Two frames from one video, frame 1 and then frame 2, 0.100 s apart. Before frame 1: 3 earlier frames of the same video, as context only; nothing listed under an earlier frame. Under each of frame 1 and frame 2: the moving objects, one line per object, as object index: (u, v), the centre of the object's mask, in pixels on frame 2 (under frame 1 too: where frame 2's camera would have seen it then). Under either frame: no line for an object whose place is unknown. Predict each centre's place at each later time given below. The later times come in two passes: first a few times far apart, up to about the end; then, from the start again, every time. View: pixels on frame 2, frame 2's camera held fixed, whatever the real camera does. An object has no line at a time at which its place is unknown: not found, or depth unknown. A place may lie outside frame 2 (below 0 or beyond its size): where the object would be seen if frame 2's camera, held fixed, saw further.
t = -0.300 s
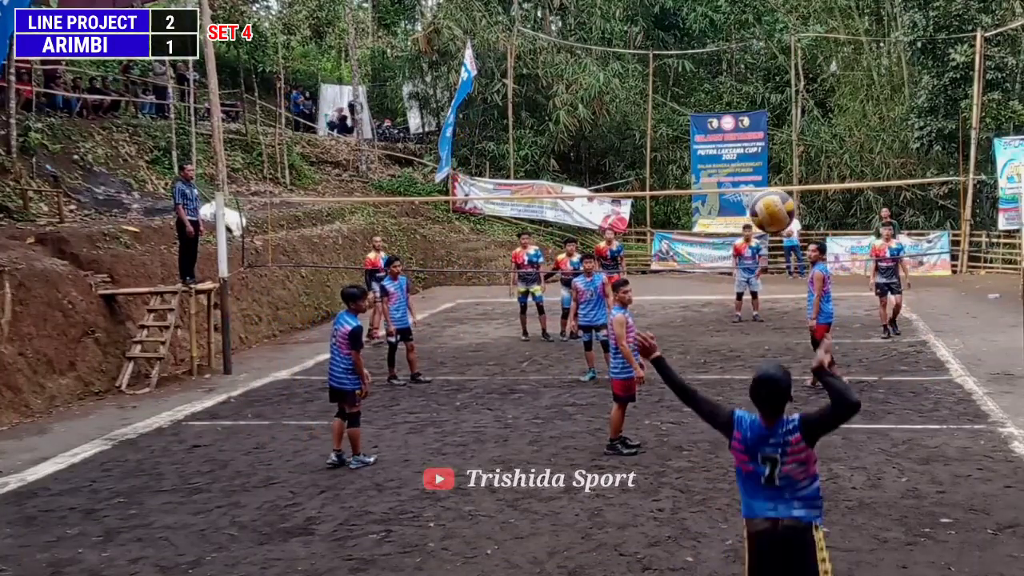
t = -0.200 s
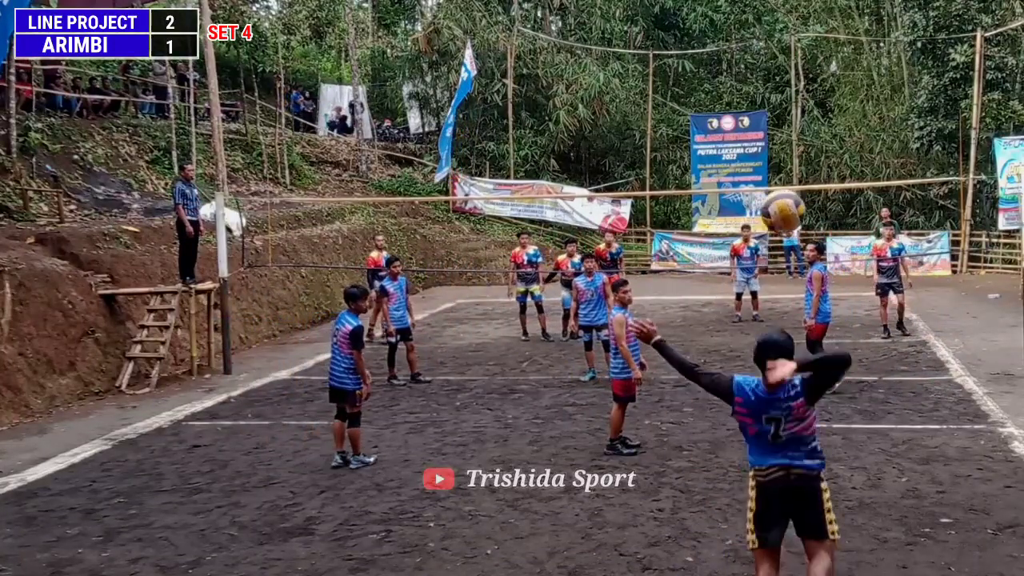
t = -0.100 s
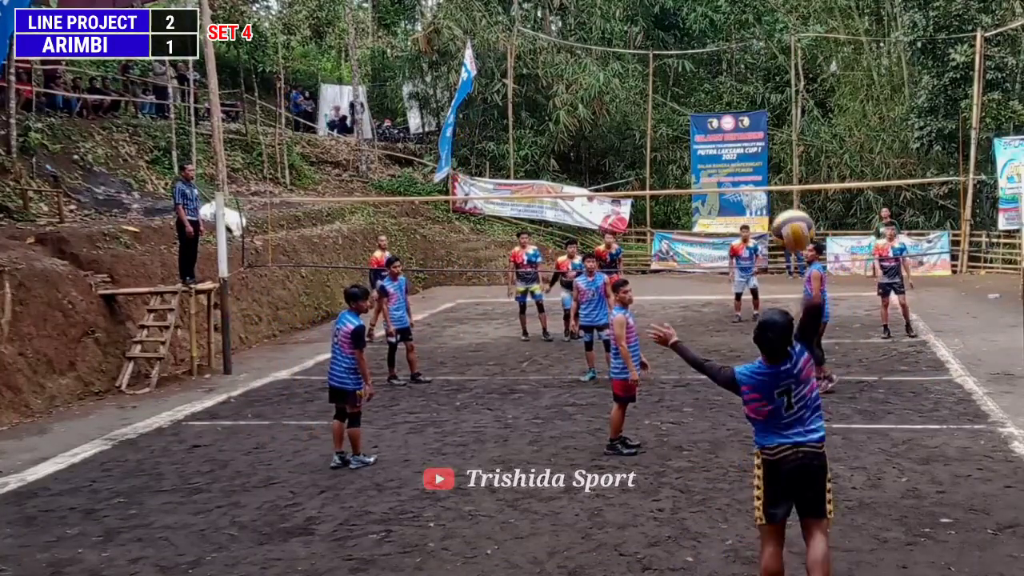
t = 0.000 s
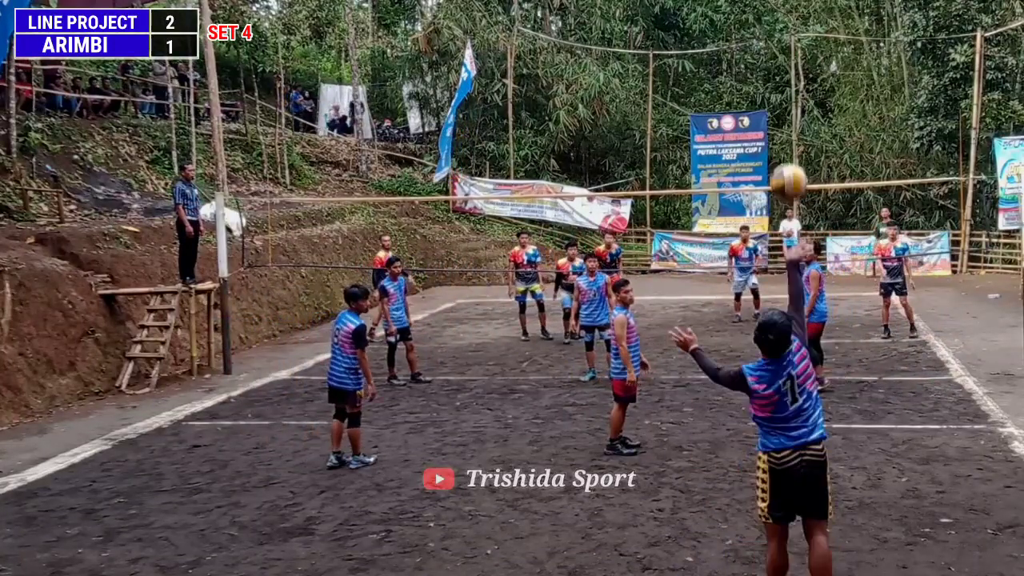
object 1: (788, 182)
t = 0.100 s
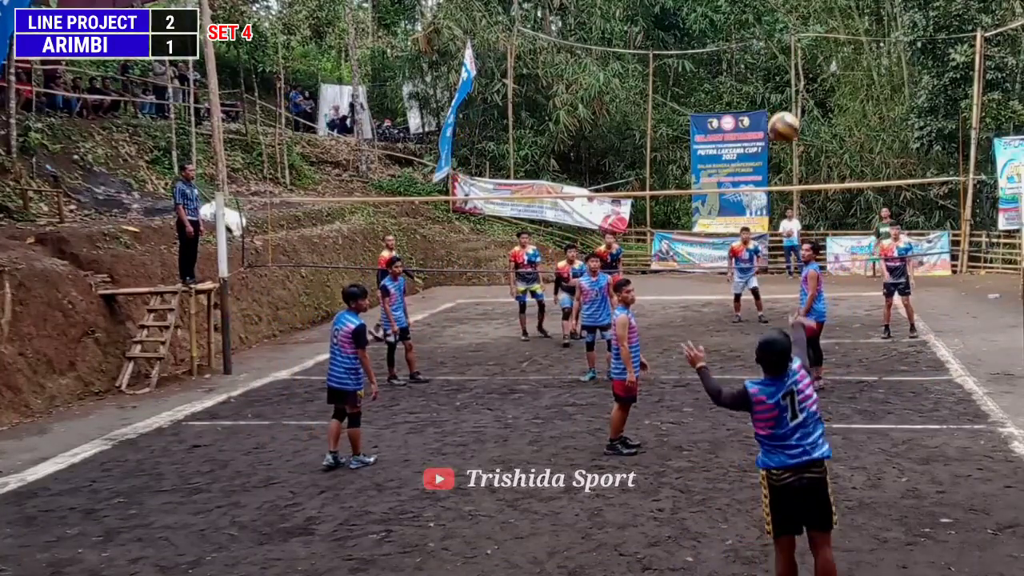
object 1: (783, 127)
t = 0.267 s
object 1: (781, 96)
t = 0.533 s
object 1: (779, 126)
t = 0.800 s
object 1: (785, 198)
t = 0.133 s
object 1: (782, 116)
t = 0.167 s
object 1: (781, 108)
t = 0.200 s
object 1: (781, 102)
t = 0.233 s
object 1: (781, 98)
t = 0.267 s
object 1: (781, 96)
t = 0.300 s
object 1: (780, 96)
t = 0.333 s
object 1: (779, 97)
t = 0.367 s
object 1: (779, 99)
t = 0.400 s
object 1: (778, 104)
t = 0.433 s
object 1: (778, 107)
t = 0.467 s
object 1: (778, 114)
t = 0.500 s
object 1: (778, 119)
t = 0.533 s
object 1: (779, 126)
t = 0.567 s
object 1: (779, 133)
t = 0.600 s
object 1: (780, 142)
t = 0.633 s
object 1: (781, 150)
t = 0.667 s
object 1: (782, 160)
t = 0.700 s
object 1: (782, 169)
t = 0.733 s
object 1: (783, 178)
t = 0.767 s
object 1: (784, 187)
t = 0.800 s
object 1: (785, 198)
